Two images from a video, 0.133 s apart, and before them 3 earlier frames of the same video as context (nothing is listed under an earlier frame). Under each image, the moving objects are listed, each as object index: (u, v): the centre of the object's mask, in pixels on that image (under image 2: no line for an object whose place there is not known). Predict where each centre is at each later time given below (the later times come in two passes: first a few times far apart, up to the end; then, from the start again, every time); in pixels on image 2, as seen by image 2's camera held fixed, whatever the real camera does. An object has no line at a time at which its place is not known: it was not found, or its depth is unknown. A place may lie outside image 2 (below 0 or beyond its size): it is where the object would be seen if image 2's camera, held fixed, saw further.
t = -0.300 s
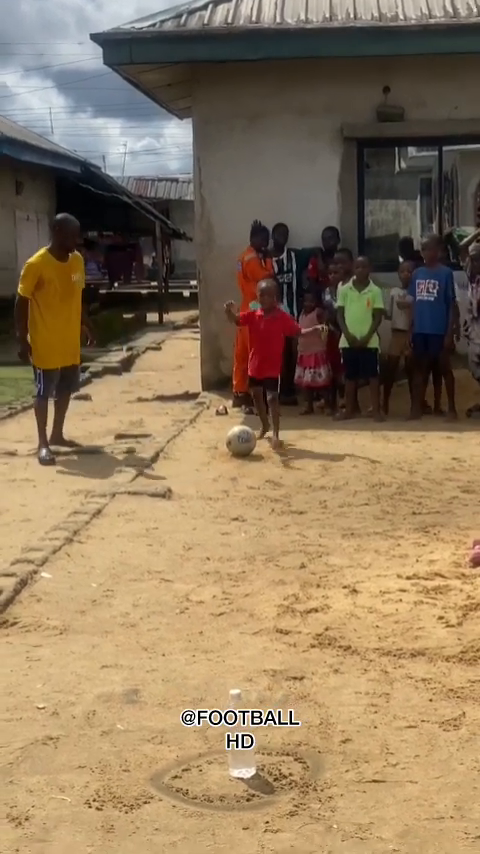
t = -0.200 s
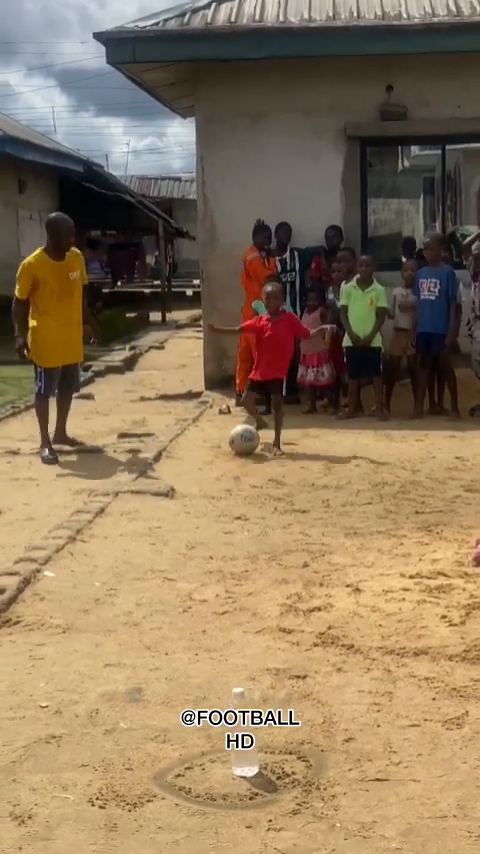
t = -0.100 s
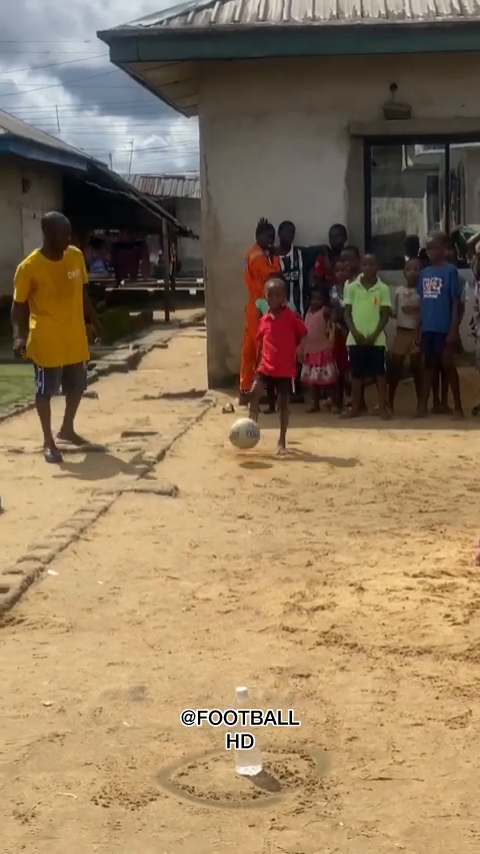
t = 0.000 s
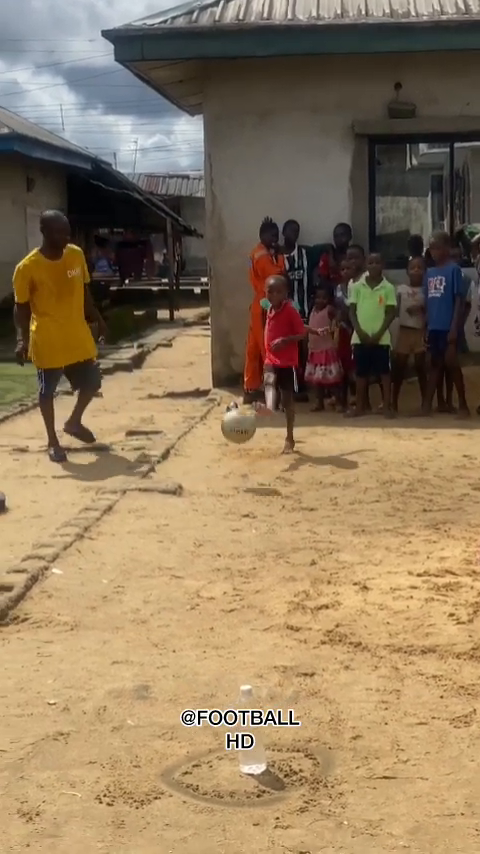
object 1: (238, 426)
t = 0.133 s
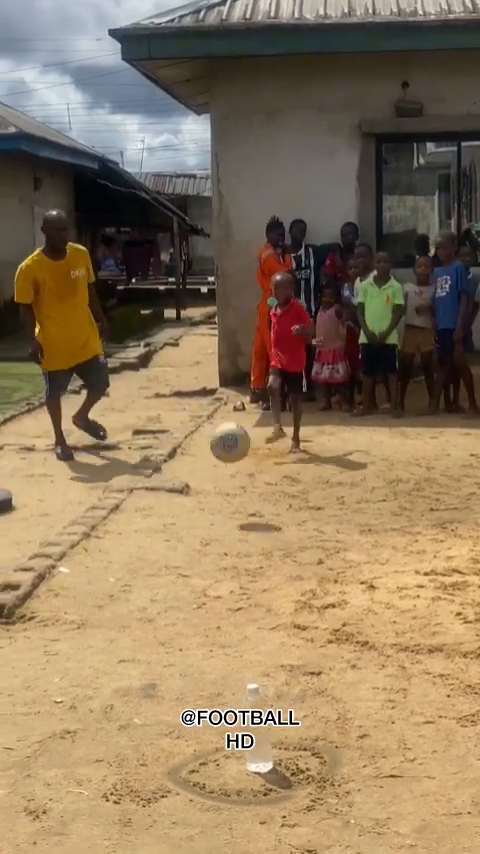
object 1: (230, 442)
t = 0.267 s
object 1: (210, 508)
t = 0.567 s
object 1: (161, 560)
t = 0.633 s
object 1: (149, 582)
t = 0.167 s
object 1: (226, 454)
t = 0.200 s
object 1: (221, 468)
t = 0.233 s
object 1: (216, 486)
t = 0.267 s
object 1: (210, 508)
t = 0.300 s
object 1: (204, 534)
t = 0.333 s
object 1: (197, 565)
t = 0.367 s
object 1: (192, 573)
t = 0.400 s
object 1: (187, 565)
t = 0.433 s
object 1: (183, 559)
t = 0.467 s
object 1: (178, 553)
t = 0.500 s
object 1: (172, 550)
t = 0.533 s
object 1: (167, 553)
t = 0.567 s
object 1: (161, 560)
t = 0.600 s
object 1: (155, 570)
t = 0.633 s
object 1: (149, 582)
